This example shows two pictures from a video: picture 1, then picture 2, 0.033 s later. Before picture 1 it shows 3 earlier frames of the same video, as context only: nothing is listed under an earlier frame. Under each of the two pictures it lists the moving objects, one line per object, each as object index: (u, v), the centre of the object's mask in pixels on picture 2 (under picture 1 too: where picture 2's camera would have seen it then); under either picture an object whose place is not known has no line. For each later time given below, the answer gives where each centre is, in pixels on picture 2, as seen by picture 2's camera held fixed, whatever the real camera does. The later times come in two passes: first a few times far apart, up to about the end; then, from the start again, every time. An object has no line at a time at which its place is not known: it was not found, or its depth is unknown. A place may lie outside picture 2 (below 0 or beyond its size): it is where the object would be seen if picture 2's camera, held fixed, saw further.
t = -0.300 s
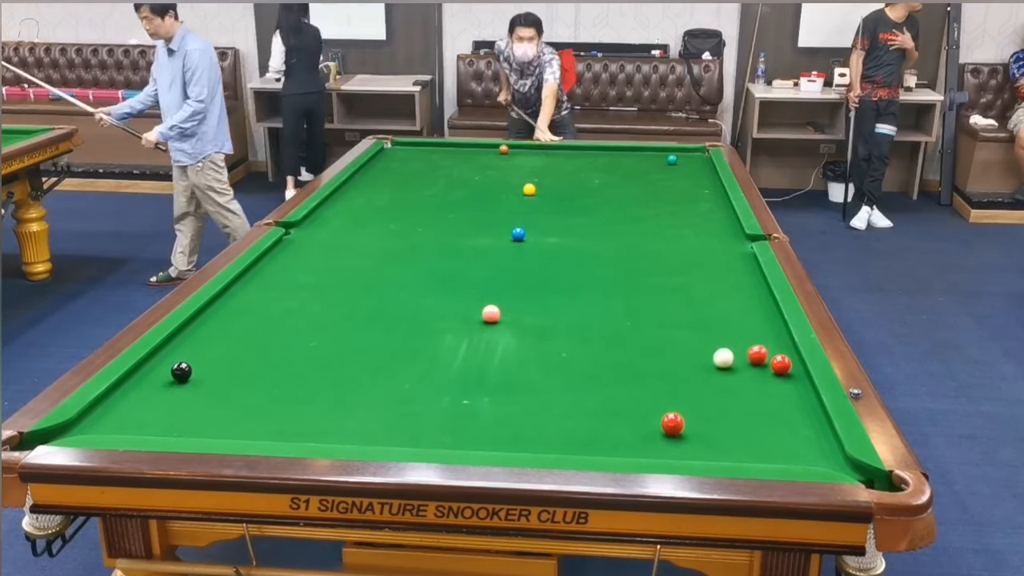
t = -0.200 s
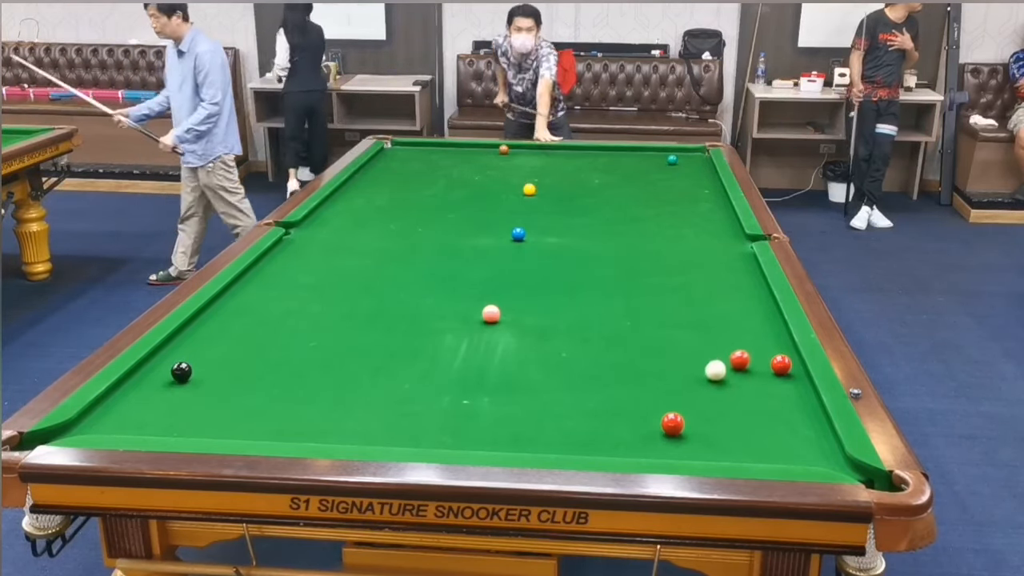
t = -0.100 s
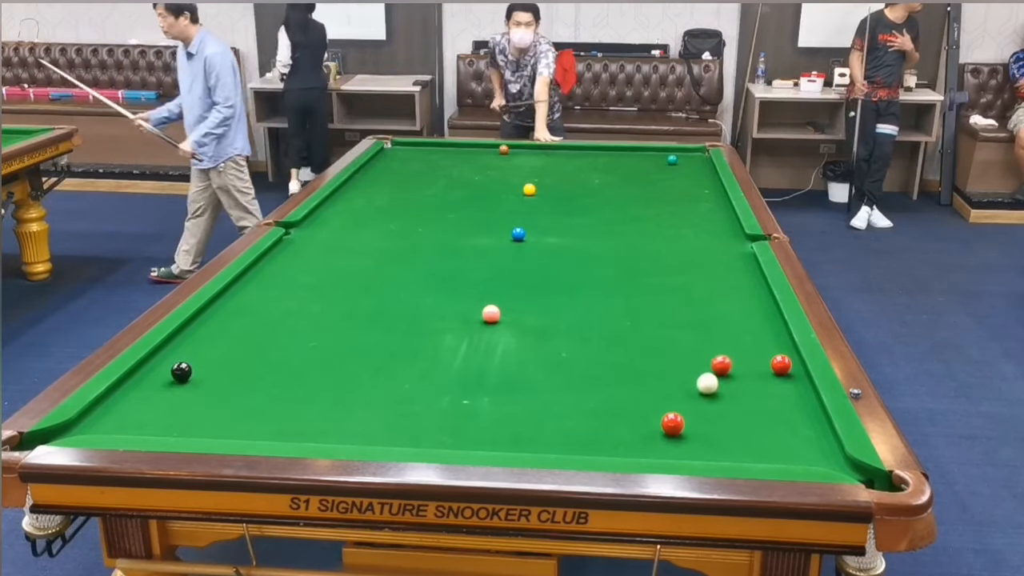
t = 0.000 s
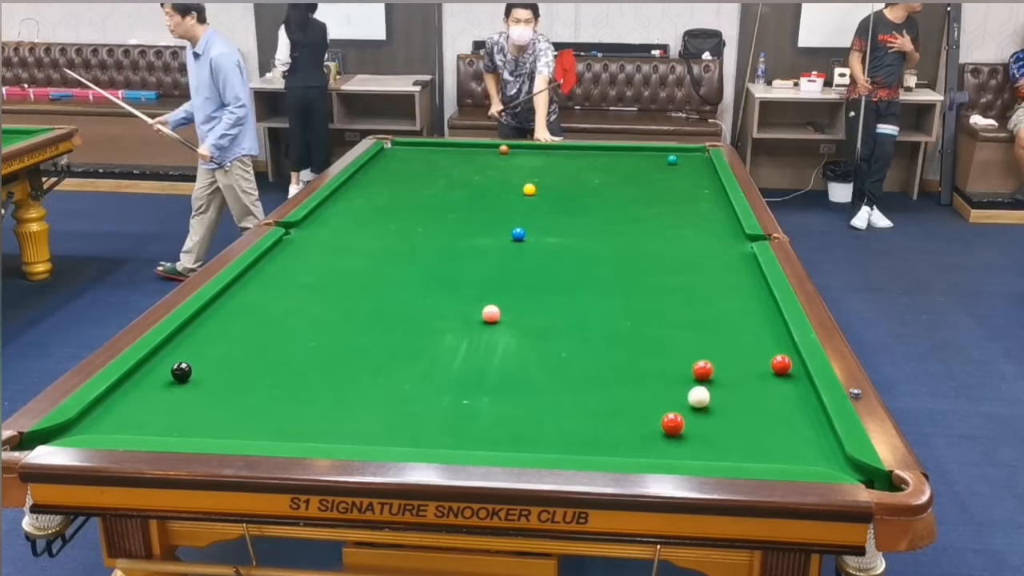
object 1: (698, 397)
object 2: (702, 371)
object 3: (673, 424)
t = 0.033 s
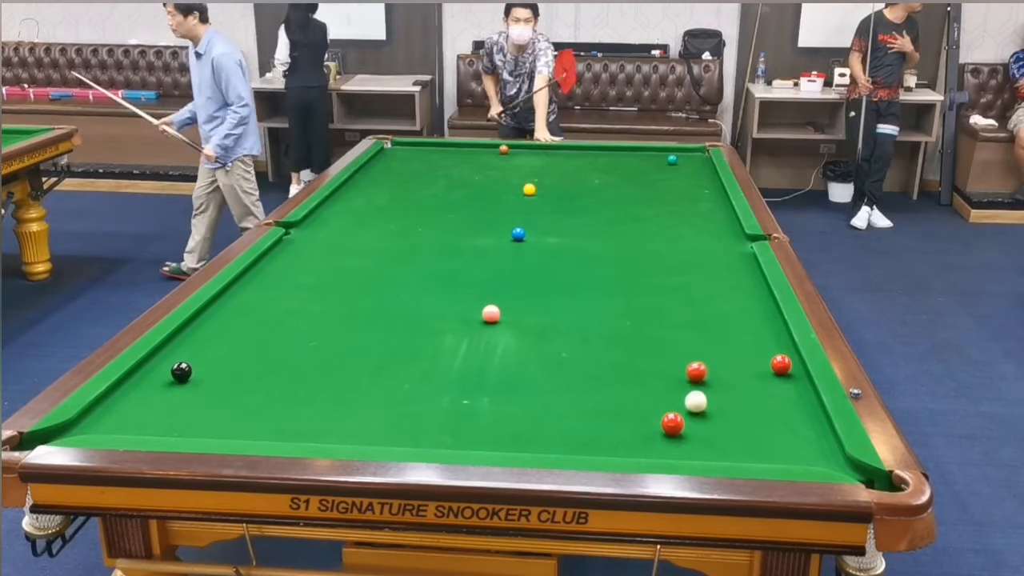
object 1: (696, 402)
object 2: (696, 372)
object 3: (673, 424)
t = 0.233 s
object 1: (694, 423)
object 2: (658, 383)
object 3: (656, 432)
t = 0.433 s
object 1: (707, 438)
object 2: (620, 394)
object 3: (629, 446)
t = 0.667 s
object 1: (723, 452)
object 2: (574, 406)
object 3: (600, 449)
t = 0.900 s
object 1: (733, 455)
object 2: (527, 419)
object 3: (581, 441)
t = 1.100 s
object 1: (737, 449)
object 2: (486, 430)
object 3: (565, 431)
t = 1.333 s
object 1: (742, 440)
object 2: (439, 440)
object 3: (550, 421)
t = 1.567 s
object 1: (747, 433)
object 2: (403, 439)
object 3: (535, 413)
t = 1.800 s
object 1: (751, 427)
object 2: (378, 432)
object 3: (522, 405)
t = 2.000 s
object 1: (754, 422)
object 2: (360, 424)
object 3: (513, 400)
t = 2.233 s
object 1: (758, 418)
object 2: (340, 415)
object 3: (503, 394)
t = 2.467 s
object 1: (761, 415)
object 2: (322, 408)
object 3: (494, 390)
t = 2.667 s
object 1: (762, 412)
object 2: (308, 402)
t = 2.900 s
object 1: (763, 411)
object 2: (293, 396)
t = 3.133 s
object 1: (762, 409)
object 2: (280, 390)
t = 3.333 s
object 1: (762, 409)
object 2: (270, 387)
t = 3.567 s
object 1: (762, 409)
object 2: (260, 382)
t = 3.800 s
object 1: (762, 409)
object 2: (251, 379)
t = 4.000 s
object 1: (762, 409)
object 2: (245, 377)
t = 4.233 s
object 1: (762, 410)
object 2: (239, 374)
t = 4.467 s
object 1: (762, 410)
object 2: (235, 373)
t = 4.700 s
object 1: (762, 409)
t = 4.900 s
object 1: (762, 410)
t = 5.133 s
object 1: (762, 409)
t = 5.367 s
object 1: (762, 410)
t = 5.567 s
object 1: (762, 410)
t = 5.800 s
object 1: (762, 410)
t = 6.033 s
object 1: (762, 410)
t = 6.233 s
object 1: (762, 410)
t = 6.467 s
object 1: (762, 409)
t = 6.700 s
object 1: (762, 409)
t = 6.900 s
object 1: (762, 409)
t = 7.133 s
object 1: (762, 409)
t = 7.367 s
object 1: (762, 409)
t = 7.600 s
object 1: (762, 409)
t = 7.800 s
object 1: (762, 409)
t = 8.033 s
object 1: (762, 409)
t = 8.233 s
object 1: (762, 409)
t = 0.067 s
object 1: (693, 407)
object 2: (690, 374)
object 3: (673, 424)
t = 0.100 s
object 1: (690, 411)
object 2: (684, 376)
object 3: (673, 424)
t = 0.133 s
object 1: (688, 416)
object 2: (678, 378)
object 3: (672, 424)
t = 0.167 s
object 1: (689, 419)
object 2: (671, 379)
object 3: (667, 427)
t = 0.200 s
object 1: (692, 421)
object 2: (665, 381)
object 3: (661, 430)
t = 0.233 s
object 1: (694, 423)
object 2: (658, 383)
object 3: (656, 432)
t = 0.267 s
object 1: (696, 426)
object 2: (652, 385)
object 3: (651, 435)
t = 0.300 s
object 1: (699, 428)
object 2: (646, 387)
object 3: (647, 437)
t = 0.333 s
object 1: (701, 430)
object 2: (639, 388)
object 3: (642, 439)
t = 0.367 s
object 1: (703, 433)
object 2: (633, 390)
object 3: (638, 441)
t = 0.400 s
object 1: (705, 435)
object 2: (626, 392)
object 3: (633, 444)
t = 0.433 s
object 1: (707, 438)
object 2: (620, 394)
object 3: (629, 446)
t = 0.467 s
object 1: (709, 440)
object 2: (614, 396)
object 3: (624, 447)
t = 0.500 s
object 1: (711, 442)
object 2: (607, 397)
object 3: (620, 449)
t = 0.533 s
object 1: (714, 445)
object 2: (601, 399)
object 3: (615, 450)
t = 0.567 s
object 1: (716, 447)
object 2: (594, 401)
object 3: (611, 451)
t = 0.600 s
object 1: (718, 449)
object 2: (587, 403)
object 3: (607, 451)
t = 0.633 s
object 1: (720, 451)
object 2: (581, 405)
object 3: (603, 450)
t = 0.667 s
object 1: (723, 452)
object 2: (574, 406)
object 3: (600, 449)
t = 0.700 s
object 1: (725, 454)
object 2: (568, 408)
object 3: (598, 448)
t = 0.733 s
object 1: (727, 456)
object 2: (561, 410)
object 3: (595, 447)
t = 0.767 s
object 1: (729, 457)
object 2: (555, 412)
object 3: (592, 446)
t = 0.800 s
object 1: (731, 458)
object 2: (548, 413)
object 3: (589, 444)
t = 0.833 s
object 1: (731, 457)
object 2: (541, 416)
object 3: (586, 443)
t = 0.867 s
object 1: (732, 456)
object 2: (534, 417)
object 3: (584, 442)
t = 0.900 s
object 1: (733, 455)
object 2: (527, 419)
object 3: (581, 441)
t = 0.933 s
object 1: (734, 454)
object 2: (520, 421)
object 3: (578, 439)
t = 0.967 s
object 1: (734, 453)
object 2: (514, 423)
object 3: (576, 437)
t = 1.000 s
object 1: (735, 452)
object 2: (507, 425)
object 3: (573, 435)
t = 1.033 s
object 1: (736, 451)
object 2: (500, 427)
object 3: (570, 434)
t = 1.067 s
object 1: (737, 450)
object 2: (493, 428)
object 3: (568, 432)
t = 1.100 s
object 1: (737, 449)
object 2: (486, 430)
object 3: (565, 431)
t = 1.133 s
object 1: (738, 447)
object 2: (480, 432)
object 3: (563, 429)
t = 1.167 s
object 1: (739, 446)
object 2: (473, 434)
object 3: (561, 428)
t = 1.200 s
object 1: (740, 445)
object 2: (466, 436)
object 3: (558, 426)
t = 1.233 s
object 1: (740, 444)
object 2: (459, 437)
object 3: (556, 425)
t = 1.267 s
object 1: (741, 442)
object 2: (452, 438)
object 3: (554, 423)
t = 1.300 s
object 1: (741, 441)
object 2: (445, 439)
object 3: (552, 422)
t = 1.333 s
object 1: (742, 440)
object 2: (439, 440)
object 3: (550, 421)
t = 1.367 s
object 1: (743, 439)
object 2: (432, 441)
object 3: (547, 420)
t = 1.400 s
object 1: (743, 438)
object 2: (425, 442)
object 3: (545, 419)
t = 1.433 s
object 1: (744, 437)
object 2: (418, 443)
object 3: (543, 417)
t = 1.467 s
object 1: (745, 436)
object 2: (415, 442)
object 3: (541, 416)
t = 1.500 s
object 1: (745, 435)
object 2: (411, 441)
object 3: (539, 415)
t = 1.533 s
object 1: (746, 434)
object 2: (407, 440)
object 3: (537, 414)
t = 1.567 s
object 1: (747, 433)
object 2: (403, 439)
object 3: (535, 413)
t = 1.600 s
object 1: (747, 432)
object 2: (399, 438)
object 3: (533, 412)
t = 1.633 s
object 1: (748, 431)
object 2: (396, 437)
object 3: (531, 410)
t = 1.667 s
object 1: (749, 430)
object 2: (392, 436)
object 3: (530, 409)
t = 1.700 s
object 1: (749, 429)
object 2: (389, 435)
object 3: (528, 408)
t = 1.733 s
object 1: (750, 428)
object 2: (385, 434)
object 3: (526, 407)
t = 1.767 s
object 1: (750, 428)
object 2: (382, 433)
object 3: (524, 406)
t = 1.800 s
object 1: (751, 427)
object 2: (378, 432)
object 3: (522, 405)
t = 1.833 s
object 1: (752, 426)
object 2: (376, 431)
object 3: (521, 404)
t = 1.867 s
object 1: (752, 425)
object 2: (372, 429)
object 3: (519, 403)
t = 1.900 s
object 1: (753, 424)
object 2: (369, 428)
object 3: (518, 402)
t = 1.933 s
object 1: (753, 424)
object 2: (366, 426)
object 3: (516, 401)
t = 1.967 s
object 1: (754, 423)
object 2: (363, 425)
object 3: (515, 401)
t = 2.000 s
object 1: (754, 422)
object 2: (360, 424)
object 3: (513, 400)
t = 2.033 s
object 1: (755, 422)
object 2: (357, 422)
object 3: (511, 399)
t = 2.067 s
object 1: (755, 421)
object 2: (354, 421)
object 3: (510, 398)
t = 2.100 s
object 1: (756, 420)
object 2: (351, 420)
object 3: (508, 397)
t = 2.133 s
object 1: (756, 420)
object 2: (348, 419)
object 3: (507, 396)
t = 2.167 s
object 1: (757, 419)
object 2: (345, 418)
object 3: (506, 396)
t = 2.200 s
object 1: (757, 419)
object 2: (343, 416)
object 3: (504, 395)
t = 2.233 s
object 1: (758, 418)
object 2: (340, 415)
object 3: (503, 394)
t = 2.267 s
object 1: (758, 418)
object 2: (337, 414)
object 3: (502, 393)
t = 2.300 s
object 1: (759, 417)
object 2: (334, 413)
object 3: (500, 393)
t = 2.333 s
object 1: (759, 417)
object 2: (332, 412)
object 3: (499, 392)
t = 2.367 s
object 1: (760, 416)
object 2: (329, 411)
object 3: (498, 391)
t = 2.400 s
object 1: (760, 416)
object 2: (327, 410)
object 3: (497, 391)
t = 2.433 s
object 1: (760, 415)
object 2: (324, 409)
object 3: (495, 390)
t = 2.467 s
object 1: (761, 415)
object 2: (322, 408)
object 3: (494, 390)
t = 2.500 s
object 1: (761, 414)
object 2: (319, 407)
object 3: (493, 389)
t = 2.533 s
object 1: (761, 414)
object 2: (317, 406)
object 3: (492, 388)
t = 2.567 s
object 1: (761, 414)
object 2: (315, 405)
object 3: (491, 388)
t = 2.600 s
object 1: (761, 413)
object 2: (313, 404)
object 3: (490, 387)
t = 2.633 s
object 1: (762, 413)
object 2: (310, 403)
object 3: (489, 386)
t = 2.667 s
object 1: (762, 412)
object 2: (308, 402)
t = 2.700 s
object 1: (762, 412)
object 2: (306, 401)
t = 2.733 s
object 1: (762, 412)
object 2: (303, 400)
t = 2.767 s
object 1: (762, 412)
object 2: (301, 399)
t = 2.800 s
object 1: (763, 411)
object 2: (299, 398)
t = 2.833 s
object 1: (762, 411)
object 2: (297, 398)
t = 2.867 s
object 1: (763, 411)
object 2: (295, 397)
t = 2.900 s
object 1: (763, 411)
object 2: (293, 396)
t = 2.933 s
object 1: (763, 410)
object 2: (291, 395)
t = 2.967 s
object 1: (763, 410)
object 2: (289, 394)
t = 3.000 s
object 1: (763, 410)
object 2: (287, 393)
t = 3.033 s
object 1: (763, 410)
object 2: (285, 393)
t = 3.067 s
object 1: (763, 410)
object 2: (283, 392)
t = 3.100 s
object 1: (762, 410)
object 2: (282, 391)
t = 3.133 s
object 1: (762, 409)
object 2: (280, 390)
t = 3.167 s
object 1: (762, 409)
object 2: (278, 390)
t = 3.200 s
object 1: (762, 409)
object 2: (276, 389)
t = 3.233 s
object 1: (762, 409)
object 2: (275, 389)
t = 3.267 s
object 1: (762, 409)
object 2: (273, 388)
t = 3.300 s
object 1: (762, 409)
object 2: (271, 387)
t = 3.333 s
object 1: (762, 409)
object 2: (270, 387)
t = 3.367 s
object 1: (762, 409)
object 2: (268, 386)
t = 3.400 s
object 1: (762, 409)
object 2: (267, 385)
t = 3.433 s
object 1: (762, 409)
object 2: (265, 385)
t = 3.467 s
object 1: (762, 409)
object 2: (264, 384)
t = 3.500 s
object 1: (762, 409)
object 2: (263, 384)
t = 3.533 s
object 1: (762, 409)
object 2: (261, 383)
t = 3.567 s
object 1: (762, 409)
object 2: (260, 382)
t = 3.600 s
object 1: (762, 409)
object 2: (258, 382)
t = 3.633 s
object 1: (762, 409)
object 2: (257, 381)
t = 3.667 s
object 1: (762, 409)
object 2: (256, 381)
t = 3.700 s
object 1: (762, 409)
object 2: (255, 381)
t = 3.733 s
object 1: (762, 409)
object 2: (253, 380)
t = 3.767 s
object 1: (762, 409)
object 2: (252, 380)
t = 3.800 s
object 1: (762, 409)
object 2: (251, 379)
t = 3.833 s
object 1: (762, 409)
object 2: (250, 379)
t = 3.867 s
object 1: (762, 410)
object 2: (249, 378)
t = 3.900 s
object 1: (762, 409)
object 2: (248, 378)
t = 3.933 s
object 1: (762, 409)
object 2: (247, 377)
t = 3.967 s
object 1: (762, 409)
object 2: (246, 377)
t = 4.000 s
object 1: (762, 409)
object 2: (245, 377)
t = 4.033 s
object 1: (762, 410)
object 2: (244, 376)
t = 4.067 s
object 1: (762, 410)
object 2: (243, 376)
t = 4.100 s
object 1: (762, 410)
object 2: (242, 375)
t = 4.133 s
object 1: (762, 410)
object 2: (241, 375)
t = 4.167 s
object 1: (762, 410)
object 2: (240, 375)
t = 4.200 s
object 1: (762, 410)
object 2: (240, 375)
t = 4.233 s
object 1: (762, 410)
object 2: (239, 374)
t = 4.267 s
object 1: (762, 410)
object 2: (238, 374)
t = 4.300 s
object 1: (762, 410)
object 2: (238, 373)
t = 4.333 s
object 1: (762, 410)
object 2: (237, 373)
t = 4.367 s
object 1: (762, 410)
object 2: (236, 373)
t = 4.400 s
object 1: (762, 410)
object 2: (236, 373)
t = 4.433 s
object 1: (762, 410)
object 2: (235, 373)
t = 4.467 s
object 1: (762, 410)
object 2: (235, 373)
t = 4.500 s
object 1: (762, 409)
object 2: (234, 372)
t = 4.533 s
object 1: (762, 409)
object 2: (234, 372)
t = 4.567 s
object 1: (762, 410)
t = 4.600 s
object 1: (762, 410)
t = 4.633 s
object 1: (762, 410)
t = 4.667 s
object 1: (762, 409)
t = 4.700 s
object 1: (762, 409)
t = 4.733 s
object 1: (762, 409)
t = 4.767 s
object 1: (762, 409)
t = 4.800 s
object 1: (762, 409)
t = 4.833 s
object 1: (762, 410)
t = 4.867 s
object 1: (762, 409)
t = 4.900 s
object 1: (762, 410)
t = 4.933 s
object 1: (762, 409)
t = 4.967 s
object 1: (762, 410)
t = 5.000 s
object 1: (762, 409)
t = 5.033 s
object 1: (762, 410)
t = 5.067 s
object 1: (762, 410)
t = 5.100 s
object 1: (762, 410)
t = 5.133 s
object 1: (762, 409)
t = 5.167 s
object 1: (762, 409)
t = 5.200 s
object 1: (762, 410)
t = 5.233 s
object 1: (762, 410)
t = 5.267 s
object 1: (762, 410)
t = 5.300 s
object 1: (762, 410)
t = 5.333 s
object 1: (762, 410)
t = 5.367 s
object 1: (762, 410)
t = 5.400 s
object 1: (762, 410)
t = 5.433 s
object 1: (762, 410)
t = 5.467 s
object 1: (762, 410)
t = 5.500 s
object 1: (762, 409)
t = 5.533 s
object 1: (762, 410)
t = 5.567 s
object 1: (762, 410)
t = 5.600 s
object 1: (762, 410)
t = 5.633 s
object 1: (762, 410)
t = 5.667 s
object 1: (762, 410)
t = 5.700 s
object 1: (762, 410)
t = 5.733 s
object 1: (762, 410)
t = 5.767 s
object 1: (762, 410)
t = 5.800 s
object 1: (762, 410)
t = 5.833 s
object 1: (762, 410)
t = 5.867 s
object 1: (762, 410)
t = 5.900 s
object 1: (762, 410)
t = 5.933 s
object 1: (762, 410)
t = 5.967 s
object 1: (762, 410)
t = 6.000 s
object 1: (762, 410)
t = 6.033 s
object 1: (762, 410)
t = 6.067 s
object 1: (762, 409)
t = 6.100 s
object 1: (762, 410)
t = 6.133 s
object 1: (762, 409)
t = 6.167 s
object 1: (762, 409)
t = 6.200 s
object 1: (762, 409)
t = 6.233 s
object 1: (762, 410)
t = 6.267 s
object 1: (762, 410)
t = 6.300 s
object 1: (762, 410)
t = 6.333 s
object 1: (762, 410)
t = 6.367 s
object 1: (762, 410)
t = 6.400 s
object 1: (762, 410)
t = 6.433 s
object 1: (762, 409)
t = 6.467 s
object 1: (762, 409)
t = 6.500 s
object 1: (762, 409)
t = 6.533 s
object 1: (762, 409)
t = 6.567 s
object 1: (762, 409)
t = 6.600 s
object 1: (762, 409)
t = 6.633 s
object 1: (762, 409)
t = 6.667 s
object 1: (762, 409)
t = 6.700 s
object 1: (762, 409)
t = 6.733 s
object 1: (762, 409)
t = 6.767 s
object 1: (762, 409)
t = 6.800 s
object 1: (762, 409)
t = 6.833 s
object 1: (762, 409)
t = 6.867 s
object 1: (762, 409)
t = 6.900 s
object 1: (762, 409)
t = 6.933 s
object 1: (762, 409)
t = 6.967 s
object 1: (762, 409)
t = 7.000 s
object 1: (762, 409)
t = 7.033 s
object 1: (762, 409)
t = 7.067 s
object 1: (762, 409)
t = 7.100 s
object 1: (762, 409)
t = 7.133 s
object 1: (762, 409)
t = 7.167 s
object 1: (762, 409)
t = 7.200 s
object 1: (762, 409)
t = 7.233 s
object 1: (762, 409)
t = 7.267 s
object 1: (762, 409)
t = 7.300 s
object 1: (762, 409)
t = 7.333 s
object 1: (762, 409)
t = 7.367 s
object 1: (762, 409)
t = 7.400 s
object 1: (762, 409)
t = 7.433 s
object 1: (762, 409)
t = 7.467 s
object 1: (762, 409)
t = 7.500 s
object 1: (762, 409)
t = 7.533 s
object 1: (762, 409)
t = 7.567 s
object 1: (762, 409)
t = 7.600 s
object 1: (762, 409)
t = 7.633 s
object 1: (762, 409)
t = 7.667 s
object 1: (762, 409)
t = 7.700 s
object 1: (762, 409)
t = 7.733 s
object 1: (762, 409)
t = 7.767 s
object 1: (762, 409)
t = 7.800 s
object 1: (762, 409)
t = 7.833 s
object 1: (762, 409)
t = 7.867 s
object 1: (762, 409)
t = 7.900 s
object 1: (762, 409)
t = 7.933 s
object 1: (762, 409)
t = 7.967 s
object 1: (762, 409)
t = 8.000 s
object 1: (762, 409)
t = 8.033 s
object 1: (762, 409)
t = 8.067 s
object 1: (762, 409)
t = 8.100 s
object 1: (762, 409)
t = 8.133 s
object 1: (762, 409)
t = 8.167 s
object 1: (762, 409)
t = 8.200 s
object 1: (762, 409)
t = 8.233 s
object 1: (762, 409)
